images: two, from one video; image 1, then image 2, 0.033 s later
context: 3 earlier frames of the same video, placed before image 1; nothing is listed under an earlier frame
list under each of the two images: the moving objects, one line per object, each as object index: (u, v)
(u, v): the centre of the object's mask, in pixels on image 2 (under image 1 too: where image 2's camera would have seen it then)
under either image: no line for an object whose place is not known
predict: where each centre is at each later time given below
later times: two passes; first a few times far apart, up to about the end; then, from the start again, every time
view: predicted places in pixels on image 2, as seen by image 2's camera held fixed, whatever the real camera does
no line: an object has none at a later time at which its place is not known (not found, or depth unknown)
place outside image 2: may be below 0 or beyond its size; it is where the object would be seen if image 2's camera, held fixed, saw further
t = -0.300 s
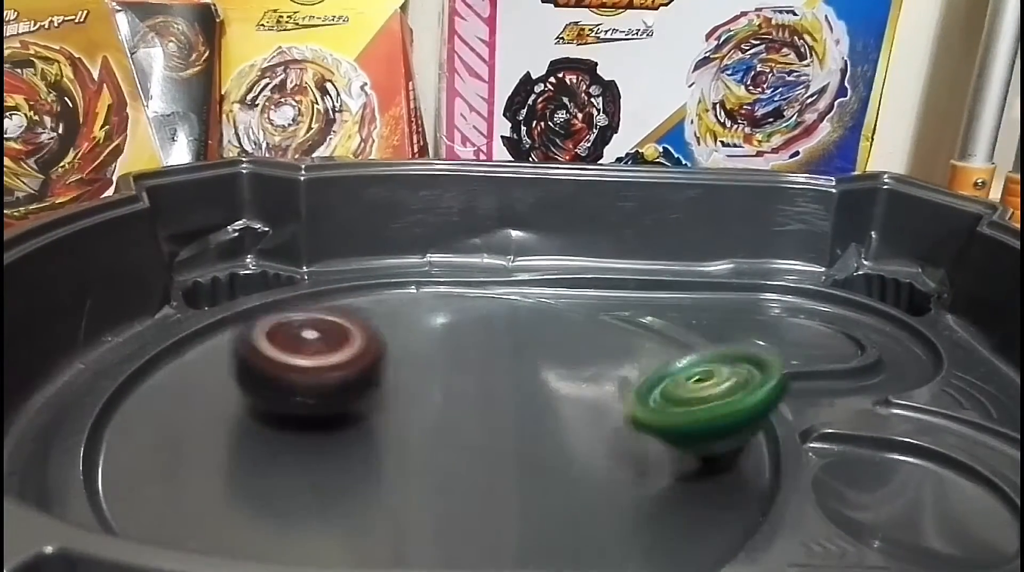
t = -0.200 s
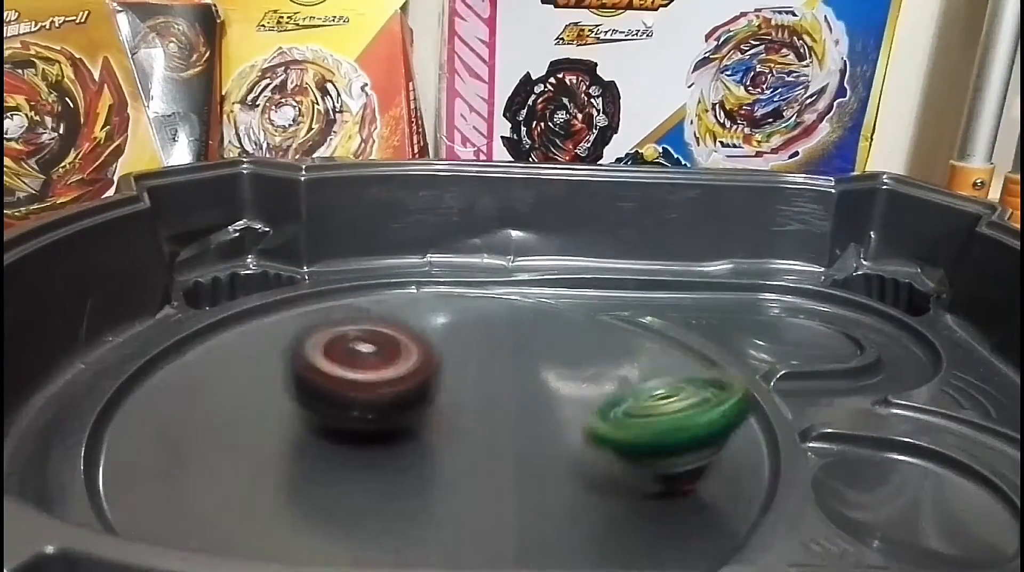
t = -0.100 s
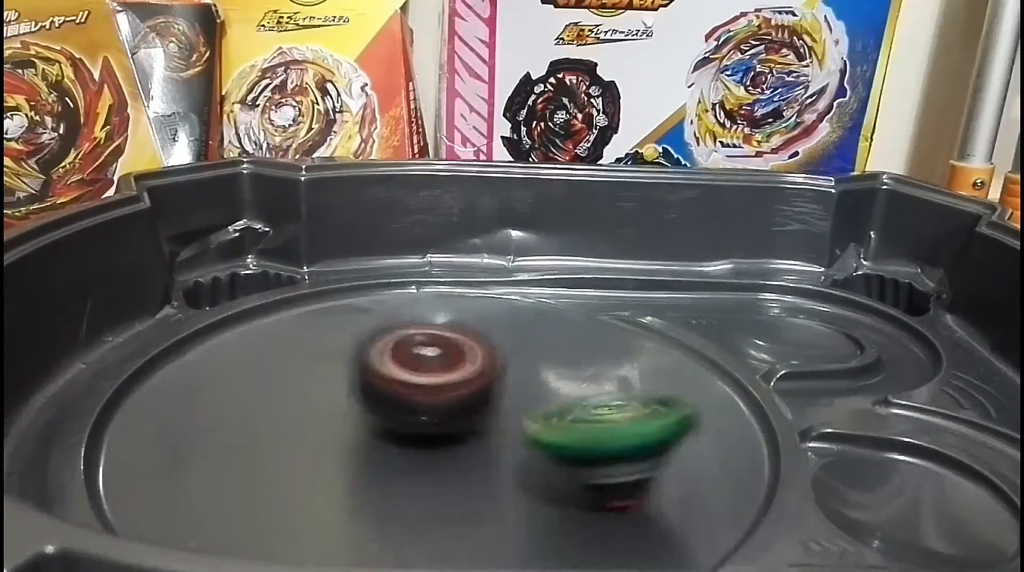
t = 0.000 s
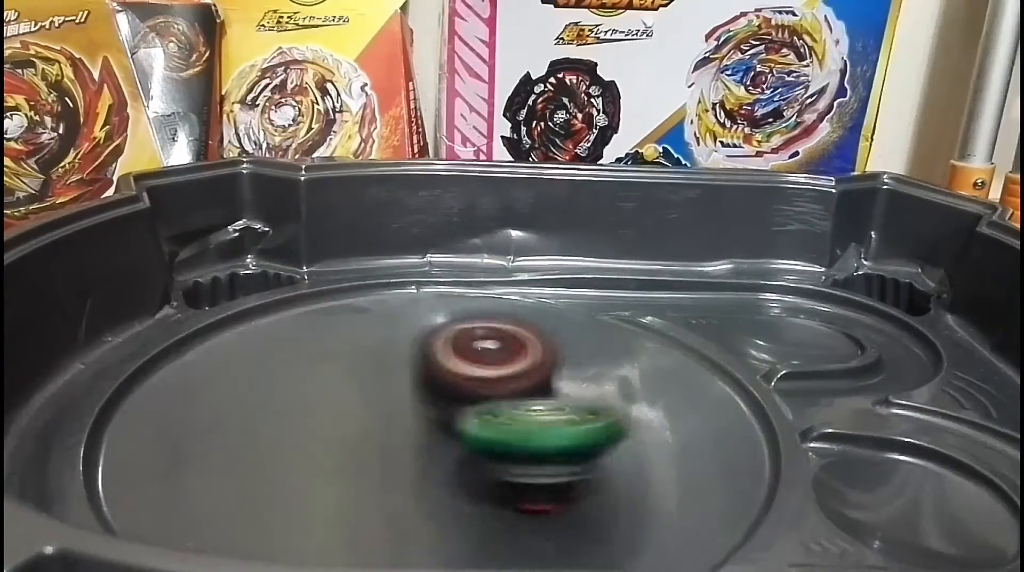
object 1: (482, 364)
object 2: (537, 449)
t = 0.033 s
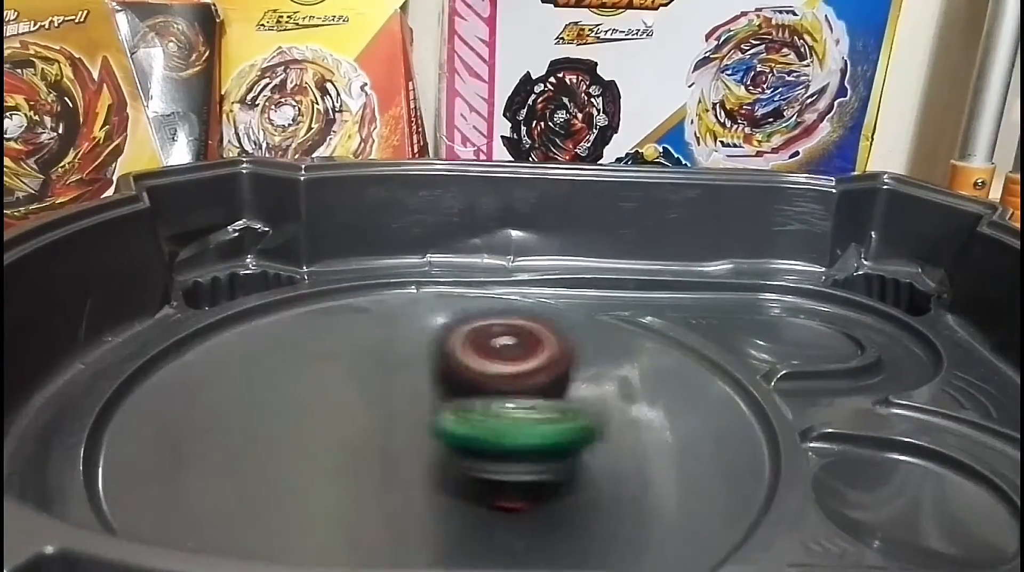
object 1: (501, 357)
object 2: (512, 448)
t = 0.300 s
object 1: (584, 324)
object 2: (369, 395)
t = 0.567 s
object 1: (508, 324)
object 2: (354, 321)
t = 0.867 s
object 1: (539, 399)
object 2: (414, 282)
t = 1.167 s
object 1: (629, 435)
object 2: (515, 326)
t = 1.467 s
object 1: (629, 510)
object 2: (505, 297)
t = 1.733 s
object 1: (555, 524)
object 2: (443, 295)
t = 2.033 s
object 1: (365, 468)
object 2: (404, 313)
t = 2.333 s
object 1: (210, 386)
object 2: (418, 327)
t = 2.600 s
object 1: (170, 375)
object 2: (489, 321)
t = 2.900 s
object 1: (307, 353)
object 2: (500, 369)
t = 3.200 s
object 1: (436, 316)
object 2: (472, 423)
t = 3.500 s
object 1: (523, 304)
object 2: (363, 415)
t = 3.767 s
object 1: (598, 331)
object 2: (375, 367)
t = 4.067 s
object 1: (625, 384)
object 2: (478, 357)
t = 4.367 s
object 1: (586, 460)
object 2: (504, 371)
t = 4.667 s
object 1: (429, 482)
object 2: (458, 381)
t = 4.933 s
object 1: (290, 453)
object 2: (424, 371)
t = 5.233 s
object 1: (250, 389)
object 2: (472, 346)
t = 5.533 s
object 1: (319, 335)
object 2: (509, 366)
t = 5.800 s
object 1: (431, 316)
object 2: (460, 397)
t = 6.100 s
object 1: (566, 334)
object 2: (403, 374)
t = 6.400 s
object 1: (657, 363)
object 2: (437, 348)
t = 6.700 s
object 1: (611, 415)
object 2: (477, 360)
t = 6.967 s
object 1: (515, 457)
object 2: (432, 347)
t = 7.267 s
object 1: (327, 451)
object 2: (436, 330)
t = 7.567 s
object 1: (252, 399)
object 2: (442, 351)
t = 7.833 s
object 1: (280, 353)
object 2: (431, 366)
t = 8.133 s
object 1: (352, 319)
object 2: (421, 392)
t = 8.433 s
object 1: (483, 322)
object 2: (404, 388)
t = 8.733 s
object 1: (588, 343)
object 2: (423, 378)
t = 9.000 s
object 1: (613, 376)
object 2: (448, 392)
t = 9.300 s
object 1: (574, 414)
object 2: (359, 395)
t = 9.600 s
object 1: (470, 443)
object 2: (389, 349)
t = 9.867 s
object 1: (389, 453)
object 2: (480, 356)
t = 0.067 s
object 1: (519, 353)
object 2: (491, 444)
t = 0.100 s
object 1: (536, 354)
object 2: (470, 441)
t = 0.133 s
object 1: (550, 354)
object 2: (450, 435)
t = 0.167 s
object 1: (562, 349)
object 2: (427, 429)
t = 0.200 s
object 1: (570, 343)
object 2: (410, 421)
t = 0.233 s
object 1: (577, 337)
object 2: (394, 413)
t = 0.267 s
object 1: (582, 330)
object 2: (380, 404)
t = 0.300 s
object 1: (584, 324)
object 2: (369, 395)
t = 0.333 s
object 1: (583, 316)
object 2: (362, 385)
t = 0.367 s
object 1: (577, 313)
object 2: (355, 375)
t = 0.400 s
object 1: (569, 311)
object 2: (349, 366)
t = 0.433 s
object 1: (559, 310)
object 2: (346, 355)
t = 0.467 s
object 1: (547, 311)
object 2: (345, 345)
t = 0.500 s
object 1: (534, 313)
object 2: (346, 336)
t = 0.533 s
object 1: (521, 317)
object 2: (350, 328)
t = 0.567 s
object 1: (508, 324)
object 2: (354, 321)
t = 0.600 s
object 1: (496, 330)
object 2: (360, 315)
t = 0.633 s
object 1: (492, 339)
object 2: (363, 307)
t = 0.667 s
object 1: (497, 349)
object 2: (362, 300)
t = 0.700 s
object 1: (501, 355)
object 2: (365, 296)
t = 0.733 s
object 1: (509, 363)
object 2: (373, 292)
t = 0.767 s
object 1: (515, 370)
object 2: (381, 285)
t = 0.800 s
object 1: (523, 383)
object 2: (391, 282)
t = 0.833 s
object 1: (531, 390)
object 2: (403, 281)
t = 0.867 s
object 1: (539, 399)
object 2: (414, 282)
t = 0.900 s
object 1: (551, 408)
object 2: (426, 283)
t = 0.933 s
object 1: (562, 416)
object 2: (439, 285)
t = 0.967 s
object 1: (575, 422)
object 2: (451, 288)
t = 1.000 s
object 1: (588, 427)
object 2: (464, 292)
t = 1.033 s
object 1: (600, 432)
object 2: (477, 297)
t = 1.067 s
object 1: (610, 435)
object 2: (487, 306)
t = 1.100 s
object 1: (619, 437)
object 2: (497, 313)
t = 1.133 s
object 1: (625, 435)
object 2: (506, 320)
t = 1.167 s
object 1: (629, 435)
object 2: (515, 326)
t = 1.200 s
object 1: (629, 433)
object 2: (525, 333)
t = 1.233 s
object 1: (626, 432)
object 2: (533, 340)
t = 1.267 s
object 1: (620, 431)
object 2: (536, 348)
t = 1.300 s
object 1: (609, 432)
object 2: (539, 353)
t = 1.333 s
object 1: (613, 447)
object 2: (537, 344)
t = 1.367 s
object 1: (616, 476)
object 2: (532, 324)
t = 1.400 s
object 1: (618, 491)
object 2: (520, 314)
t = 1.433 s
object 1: (624, 500)
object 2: (513, 304)
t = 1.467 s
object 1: (629, 510)
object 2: (505, 297)
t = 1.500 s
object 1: (632, 515)
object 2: (496, 297)
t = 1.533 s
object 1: (634, 521)
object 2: (487, 293)
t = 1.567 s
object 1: (629, 525)
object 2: (479, 292)
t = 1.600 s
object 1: (620, 527)
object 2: (469, 294)
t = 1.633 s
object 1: (606, 527)
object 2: (462, 292)
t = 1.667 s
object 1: (590, 524)
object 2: (455, 293)
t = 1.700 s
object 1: (574, 522)
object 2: (450, 293)
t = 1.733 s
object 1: (555, 524)
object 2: (443, 295)
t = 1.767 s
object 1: (534, 522)
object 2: (438, 297)
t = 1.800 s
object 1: (513, 519)
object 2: (433, 300)
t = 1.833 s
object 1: (489, 516)
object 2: (428, 301)
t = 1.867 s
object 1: (464, 512)
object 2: (423, 303)
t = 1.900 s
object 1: (445, 496)
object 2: (419, 305)
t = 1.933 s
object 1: (423, 502)
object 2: (415, 307)
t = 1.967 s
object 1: (403, 492)
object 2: (411, 309)
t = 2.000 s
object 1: (383, 480)
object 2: (408, 310)
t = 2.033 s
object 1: (365, 468)
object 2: (404, 313)
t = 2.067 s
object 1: (347, 457)
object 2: (401, 316)
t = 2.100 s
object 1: (331, 449)
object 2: (396, 318)
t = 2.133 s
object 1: (315, 436)
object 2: (393, 320)
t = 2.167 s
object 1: (304, 426)
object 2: (389, 324)
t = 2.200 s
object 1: (292, 415)
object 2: (386, 326)
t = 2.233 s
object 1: (283, 402)
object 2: (382, 330)
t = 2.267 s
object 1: (272, 396)
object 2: (378, 331)
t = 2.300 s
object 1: (241, 390)
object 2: (392, 330)
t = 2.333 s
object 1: (210, 386)
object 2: (418, 327)
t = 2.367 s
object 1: (184, 378)
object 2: (432, 322)
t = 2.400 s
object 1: (166, 378)
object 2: (446, 319)
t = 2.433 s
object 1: (150, 373)
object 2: (453, 317)
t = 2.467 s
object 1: (137, 368)
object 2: (460, 314)
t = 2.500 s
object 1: (141, 371)
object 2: (467, 317)
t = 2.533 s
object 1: (151, 373)
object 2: (474, 321)
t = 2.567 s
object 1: (160, 375)
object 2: (482, 318)
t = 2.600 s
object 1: (170, 375)
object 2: (489, 321)
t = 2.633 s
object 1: (179, 371)
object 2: (496, 325)
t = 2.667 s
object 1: (189, 369)
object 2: (501, 329)
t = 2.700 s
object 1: (202, 366)
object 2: (504, 332)
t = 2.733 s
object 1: (216, 365)
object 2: (507, 340)
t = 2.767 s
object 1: (232, 363)
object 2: (509, 345)
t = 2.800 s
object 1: (250, 360)
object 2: (509, 349)
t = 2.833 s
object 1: (270, 358)
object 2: (507, 358)
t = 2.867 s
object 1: (288, 356)
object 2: (505, 363)
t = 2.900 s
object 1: (307, 353)
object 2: (500, 369)
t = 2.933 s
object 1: (327, 352)
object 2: (495, 375)
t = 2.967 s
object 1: (348, 350)
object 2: (489, 380)
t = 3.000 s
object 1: (364, 346)
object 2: (482, 388)
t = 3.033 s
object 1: (373, 339)
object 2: (488, 398)
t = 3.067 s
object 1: (387, 335)
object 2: (491, 408)
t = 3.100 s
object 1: (398, 330)
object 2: (489, 416)
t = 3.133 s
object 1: (412, 327)
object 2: (485, 422)
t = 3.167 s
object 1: (425, 321)
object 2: (476, 426)
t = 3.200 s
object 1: (436, 316)
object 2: (472, 423)
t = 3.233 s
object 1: (447, 313)
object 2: (457, 431)
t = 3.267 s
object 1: (457, 308)
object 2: (444, 433)
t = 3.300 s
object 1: (467, 306)
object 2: (434, 431)
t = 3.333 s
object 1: (476, 302)
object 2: (421, 431)
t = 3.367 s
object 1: (487, 302)
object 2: (407, 429)
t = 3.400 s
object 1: (495, 302)
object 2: (394, 427)
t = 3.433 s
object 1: (505, 302)
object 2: (381, 423)
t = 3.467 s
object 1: (514, 302)
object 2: (370, 419)
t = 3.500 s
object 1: (523, 304)
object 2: (363, 415)
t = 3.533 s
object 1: (534, 308)
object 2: (358, 408)
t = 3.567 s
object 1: (544, 310)
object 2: (354, 401)
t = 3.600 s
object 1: (554, 313)
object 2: (354, 396)
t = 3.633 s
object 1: (563, 318)
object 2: (354, 390)
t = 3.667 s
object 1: (573, 320)
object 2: (357, 385)
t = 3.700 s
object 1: (581, 326)
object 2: (361, 378)
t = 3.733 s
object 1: (589, 330)
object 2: (367, 373)
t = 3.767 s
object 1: (598, 331)
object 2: (375, 367)
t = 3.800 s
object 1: (605, 339)
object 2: (384, 361)
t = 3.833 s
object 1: (611, 344)
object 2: (393, 358)
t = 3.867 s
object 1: (616, 349)
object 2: (407, 357)
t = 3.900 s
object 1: (623, 353)
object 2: (418, 356)
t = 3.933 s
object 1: (625, 361)
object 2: (429, 355)
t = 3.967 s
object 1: (628, 367)
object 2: (443, 353)
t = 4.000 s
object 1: (628, 373)
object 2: (456, 353)
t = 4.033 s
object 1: (627, 380)
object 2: (467, 353)
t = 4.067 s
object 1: (625, 384)
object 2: (478, 357)
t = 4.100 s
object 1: (621, 397)
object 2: (485, 358)
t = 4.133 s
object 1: (623, 404)
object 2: (486, 356)
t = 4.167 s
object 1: (621, 412)
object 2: (492, 357)
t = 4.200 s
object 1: (618, 421)
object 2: (496, 357)
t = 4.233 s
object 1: (614, 430)
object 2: (500, 361)
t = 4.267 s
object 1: (609, 434)
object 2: (503, 362)
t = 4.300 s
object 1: (604, 445)
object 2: (505, 364)
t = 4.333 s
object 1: (596, 452)
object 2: (505, 368)
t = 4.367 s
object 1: (586, 460)
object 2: (504, 371)
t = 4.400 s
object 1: (574, 467)
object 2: (502, 374)
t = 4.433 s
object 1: (559, 472)
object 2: (501, 372)
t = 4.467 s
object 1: (542, 476)
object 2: (495, 379)
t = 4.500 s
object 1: (525, 479)
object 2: (493, 377)
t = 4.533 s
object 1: (506, 486)
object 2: (488, 377)
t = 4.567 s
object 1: (488, 483)
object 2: (482, 378)
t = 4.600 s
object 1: (468, 484)
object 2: (474, 380)
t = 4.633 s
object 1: (450, 483)
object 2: (467, 381)
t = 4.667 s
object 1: (429, 482)
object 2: (458, 381)
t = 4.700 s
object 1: (410, 478)
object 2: (449, 382)
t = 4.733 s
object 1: (392, 476)
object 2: (440, 381)
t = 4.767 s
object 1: (373, 472)
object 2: (431, 379)
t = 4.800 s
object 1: (353, 469)
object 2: (425, 378)
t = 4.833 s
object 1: (334, 467)
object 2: (425, 377)
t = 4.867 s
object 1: (317, 463)
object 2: (426, 379)
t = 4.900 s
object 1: (303, 459)
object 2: (424, 377)
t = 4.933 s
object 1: (290, 453)
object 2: (424, 371)
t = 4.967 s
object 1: (277, 446)
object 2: (425, 366)
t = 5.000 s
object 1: (266, 439)
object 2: (428, 361)
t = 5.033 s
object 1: (258, 432)
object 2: (432, 359)
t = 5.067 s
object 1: (251, 424)
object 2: (437, 355)
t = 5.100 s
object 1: (246, 417)
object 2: (445, 350)
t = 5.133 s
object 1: (244, 410)
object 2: (450, 350)
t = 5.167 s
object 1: (245, 402)
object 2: (458, 348)
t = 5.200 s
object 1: (247, 396)
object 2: (465, 346)
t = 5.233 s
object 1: (250, 389)
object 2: (472, 346)
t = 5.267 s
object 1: (254, 380)
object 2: (478, 347)
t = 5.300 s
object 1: (258, 374)
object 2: (483, 350)
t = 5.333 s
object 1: (264, 367)
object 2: (491, 349)
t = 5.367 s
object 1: (271, 360)
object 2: (496, 350)
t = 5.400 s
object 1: (278, 353)
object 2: (501, 352)
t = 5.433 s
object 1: (288, 349)
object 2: (505, 355)
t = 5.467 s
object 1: (297, 345)
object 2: (508, 359)
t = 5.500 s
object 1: (308, 339)
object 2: (510, 361)
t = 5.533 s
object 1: (319, 335)
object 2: (509, 366)
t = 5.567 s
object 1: (332, 332)
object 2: (507, 370)
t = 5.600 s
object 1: (343, 330)
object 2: (504, 374)
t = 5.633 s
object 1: (359, 329)
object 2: (498, 381)
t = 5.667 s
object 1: (373, 328)
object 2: (492, 386)
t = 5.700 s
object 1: (387, 325)
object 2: (485, 390)
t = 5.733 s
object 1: (401, 322)
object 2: (477, 392)
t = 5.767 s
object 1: (416, 319)
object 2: (469, 395)
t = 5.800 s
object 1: (431, 316)
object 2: (460, 397)
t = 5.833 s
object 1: (450, 314)
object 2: (453, 396)
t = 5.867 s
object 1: (467, 313)
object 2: (447, 395)
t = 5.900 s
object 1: (483, 316)
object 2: (437, 394)
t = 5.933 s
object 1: (499, 320)
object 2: (429, 392)
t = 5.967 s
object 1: (512, 323)
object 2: (422, 389)
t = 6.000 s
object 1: (525, 327)
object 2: (414, 383)
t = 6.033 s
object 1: (539, 330)
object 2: (408, 380)
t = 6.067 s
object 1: (552, 332)
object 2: (406, 379)
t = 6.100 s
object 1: (566, 334)
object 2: (403, 374)
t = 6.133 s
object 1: (579, 335)
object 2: (402, 371)
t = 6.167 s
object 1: (591, 337)
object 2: (401, 363)
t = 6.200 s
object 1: (604, 341)
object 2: (404, 360)
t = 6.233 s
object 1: (615, 344)
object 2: (407, 358)
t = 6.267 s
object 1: (625, 347)
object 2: (411, 355)
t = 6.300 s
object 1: (635, 350)
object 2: (415, 357)
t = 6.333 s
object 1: (645, 354)
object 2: (424, 351)
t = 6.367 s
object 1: (652, 356)
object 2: (431, 349)
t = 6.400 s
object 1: (657, 363)
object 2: (437, 348)
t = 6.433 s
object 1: (661, 366)
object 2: (444, 347)
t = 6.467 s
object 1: (660, 372)
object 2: (452, 348)
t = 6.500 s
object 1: (661, 376)
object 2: (457, 355)
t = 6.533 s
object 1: (655, 383)
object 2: (463, 356)
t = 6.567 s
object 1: (649, 390)
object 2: (470, 360)
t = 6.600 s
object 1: (640, 395)
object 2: (475, 362)
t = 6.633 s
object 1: (629, 401)
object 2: (480, 364)
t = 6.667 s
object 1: (617, 408)
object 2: (480, 367)
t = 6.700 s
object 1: (611, 415)
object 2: (477, 360)
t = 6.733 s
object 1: (610, 423)
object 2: (463, 358)
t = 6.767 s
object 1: (600, 430)
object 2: (456, 353)
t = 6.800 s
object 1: (591, 437)
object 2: (447, 352)
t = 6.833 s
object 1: (578, 442)
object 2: (442, 351)
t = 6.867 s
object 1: (563, 450)
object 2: (438, 349)
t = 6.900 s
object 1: (549, 454)
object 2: (436, 351)
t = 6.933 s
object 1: (532, 458)
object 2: (431, 345)
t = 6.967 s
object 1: (515, 457)
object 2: (432, 347)
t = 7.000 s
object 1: (494, 464)
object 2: (427, 342)
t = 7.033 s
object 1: (474, 462)
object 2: (425, 340)
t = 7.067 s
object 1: (449, 461)
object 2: (426, 338)
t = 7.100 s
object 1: (429, 462)
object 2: (427, 337)
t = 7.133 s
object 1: (406, 460)
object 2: (427, 331)
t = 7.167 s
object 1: (386, 459)
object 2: (430, 334)
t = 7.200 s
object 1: (366, 456)
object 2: (431, 333)
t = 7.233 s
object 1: (346, 454)
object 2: (434, 332)
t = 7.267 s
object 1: (327, 451)
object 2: (436, 330)
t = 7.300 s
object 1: (312, 447)
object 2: (439, 334)
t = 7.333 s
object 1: (297, 442)
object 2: (442, 336)
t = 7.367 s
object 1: (283, 436)
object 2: (444, 338)
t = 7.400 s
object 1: (273, 432)
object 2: (445, 340)
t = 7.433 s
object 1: (263, 426)
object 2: (445, 341)
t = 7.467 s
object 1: (259, 419)
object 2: (445, 343)
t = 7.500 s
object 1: (254, 413)
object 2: (445, 345)
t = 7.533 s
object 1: (253, 406)
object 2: (444, 349)
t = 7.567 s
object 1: (252, 399)
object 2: (442, 351)
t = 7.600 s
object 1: (255, 393)
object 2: (440, 354)
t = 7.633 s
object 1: (259, 387)
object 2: (436, 357)
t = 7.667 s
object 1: (265, 380)
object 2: (433, 358)
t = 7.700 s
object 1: (270, 376)
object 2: (428, 361)
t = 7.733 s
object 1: (272, 370)
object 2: (429, 364)
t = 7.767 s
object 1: (272, 363)
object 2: (433, 363)
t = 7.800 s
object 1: (276, 357)
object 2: (434, 364)
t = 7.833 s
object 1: (280, 353)
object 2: (431, 366)
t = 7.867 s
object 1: (287, 349)
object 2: (429, 366)
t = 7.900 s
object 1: (292, 344)
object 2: (430, 369)
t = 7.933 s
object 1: (300, 340)
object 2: (430, 371)
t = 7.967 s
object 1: (306, 336)
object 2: (427, 375)
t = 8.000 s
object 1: (315, 333)
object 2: (423, 380)
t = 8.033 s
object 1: (322, 329)
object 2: (424, 384)
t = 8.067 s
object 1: (331, 325)
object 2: (425, 388)
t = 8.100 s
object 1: (340, 322)
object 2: (423, 389)
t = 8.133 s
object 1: (352, 319)
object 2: (421, 392)
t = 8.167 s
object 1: (365, 316)
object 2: (419, 392)
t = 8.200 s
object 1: (378, 312)
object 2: (419, 388)
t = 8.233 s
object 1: (392, 311)
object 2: (416, 390)
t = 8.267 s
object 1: (406, 311)
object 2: (412, 395)
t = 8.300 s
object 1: (422, 311)
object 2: (412, 395)
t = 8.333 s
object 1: (437, 313)
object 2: (409, 392)
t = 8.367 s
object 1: (453, 316)
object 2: (408, 391)
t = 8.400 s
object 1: (468, 319)
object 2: (405, 390)
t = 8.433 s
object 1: (483, 322)
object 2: (404, 388)
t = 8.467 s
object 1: (496, 325)
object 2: (403, 387)
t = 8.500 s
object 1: (509, 329)
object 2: (403, 386)
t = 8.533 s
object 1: (522, 332)
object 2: (403, 384)
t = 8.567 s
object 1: (534, 335)
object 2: (405, 383)
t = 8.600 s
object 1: (546, 337)
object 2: (408, 383)
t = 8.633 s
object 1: (558, 338)
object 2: (410, 379)
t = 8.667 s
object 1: (570, 339)
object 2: (415, 381)
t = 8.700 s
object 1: (579, 341)
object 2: (418, 382)
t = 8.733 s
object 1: (588, 343)
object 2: (423, 378)
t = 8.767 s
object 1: (595, 346)
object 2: (427, 383)
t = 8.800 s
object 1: (602, 350)
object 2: (431, 380)
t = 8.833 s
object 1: (610, 351)
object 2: (435, 381)
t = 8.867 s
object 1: (613, 357)
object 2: (438, 386)
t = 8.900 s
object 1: (617, 359)
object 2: (443, 384)
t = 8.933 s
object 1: (618, 364)
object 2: (445, 389)
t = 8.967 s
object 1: (617, 368)
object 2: (447, 390)
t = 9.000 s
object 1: (613, 376)
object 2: (448, 392)
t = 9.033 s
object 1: (609, 378)
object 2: (449, 396)
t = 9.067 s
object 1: (600, 386)
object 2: (449, 396)
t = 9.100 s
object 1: (600, 392)
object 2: (432, 404)
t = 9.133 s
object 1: (603, 394)
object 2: (413, 405)
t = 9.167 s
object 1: (600, 396)
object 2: (393, 407)
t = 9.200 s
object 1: (597, 401)
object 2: (382, 403)
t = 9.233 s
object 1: (591, 406)
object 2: (370, 401)
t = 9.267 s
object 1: (584, 410)
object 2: (362, 398)
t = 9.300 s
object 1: (574, 414)
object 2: (359, 395)
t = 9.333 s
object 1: (564, 420)
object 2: (356, 390)
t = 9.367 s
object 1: (553, 422)
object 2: (355, 386)
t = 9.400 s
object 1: (541, 424)
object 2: (355, 381)
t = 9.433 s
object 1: (528, 427)
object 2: (357, 372)
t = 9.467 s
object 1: (514, 431)
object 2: (363, 370)
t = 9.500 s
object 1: (499, 433)
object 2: (369, 369)
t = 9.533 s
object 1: (486, 435)
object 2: (377, 364)
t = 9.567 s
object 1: (477, 440)
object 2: (383, 360)
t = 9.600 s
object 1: (470, 443)
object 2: (389, 349)
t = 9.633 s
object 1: (458, 446)
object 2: (403, 344)
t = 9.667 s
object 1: (450, 449)
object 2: (411, 340)
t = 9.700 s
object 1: (437, 447)
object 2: (425, 335)
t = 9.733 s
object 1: (426, 454)
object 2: (439, 337)
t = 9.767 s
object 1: (415, 453)
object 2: (451, 342)
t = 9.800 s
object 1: (404, 451)
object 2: (461, 344)
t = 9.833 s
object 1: (396, 450)
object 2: (471, 350)
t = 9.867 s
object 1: (389, 453)
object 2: (480, 356)
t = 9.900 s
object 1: (381, 450)
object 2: (485, 361)
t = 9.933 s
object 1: (373, 451)
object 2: (491, 366)
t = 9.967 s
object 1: (365, 451)
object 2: (492, 374)
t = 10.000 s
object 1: (361, 447)
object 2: (494, 382)
